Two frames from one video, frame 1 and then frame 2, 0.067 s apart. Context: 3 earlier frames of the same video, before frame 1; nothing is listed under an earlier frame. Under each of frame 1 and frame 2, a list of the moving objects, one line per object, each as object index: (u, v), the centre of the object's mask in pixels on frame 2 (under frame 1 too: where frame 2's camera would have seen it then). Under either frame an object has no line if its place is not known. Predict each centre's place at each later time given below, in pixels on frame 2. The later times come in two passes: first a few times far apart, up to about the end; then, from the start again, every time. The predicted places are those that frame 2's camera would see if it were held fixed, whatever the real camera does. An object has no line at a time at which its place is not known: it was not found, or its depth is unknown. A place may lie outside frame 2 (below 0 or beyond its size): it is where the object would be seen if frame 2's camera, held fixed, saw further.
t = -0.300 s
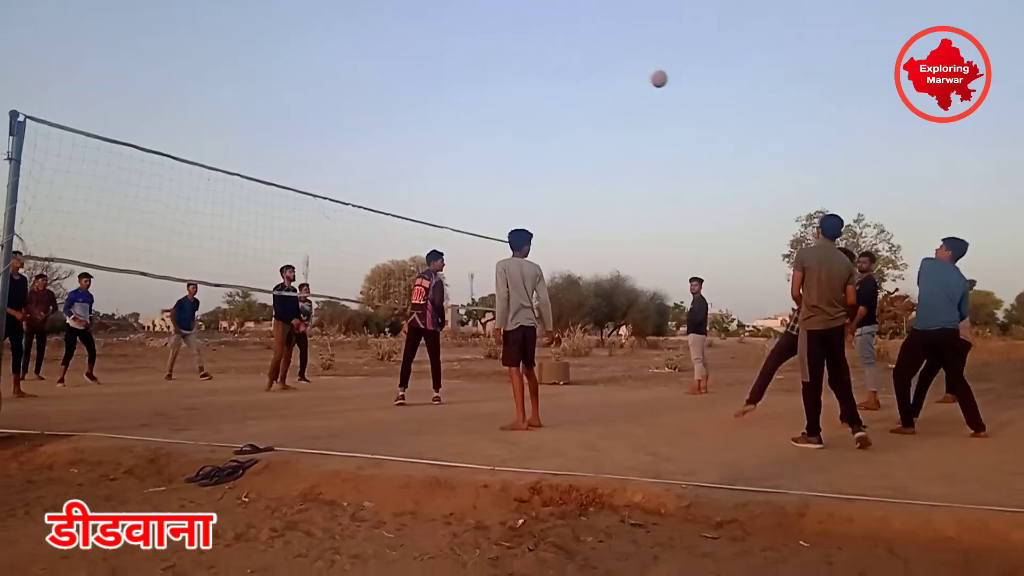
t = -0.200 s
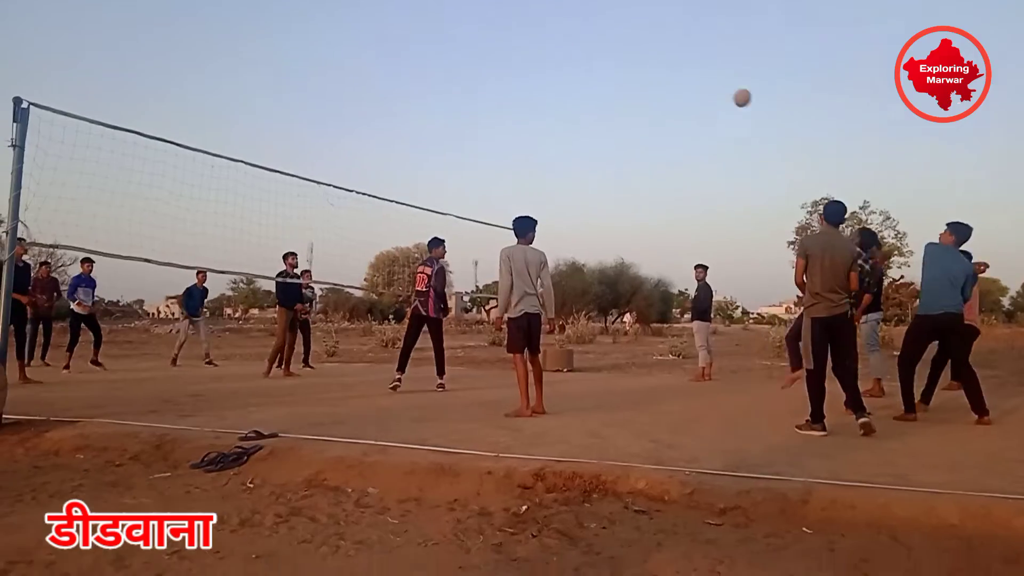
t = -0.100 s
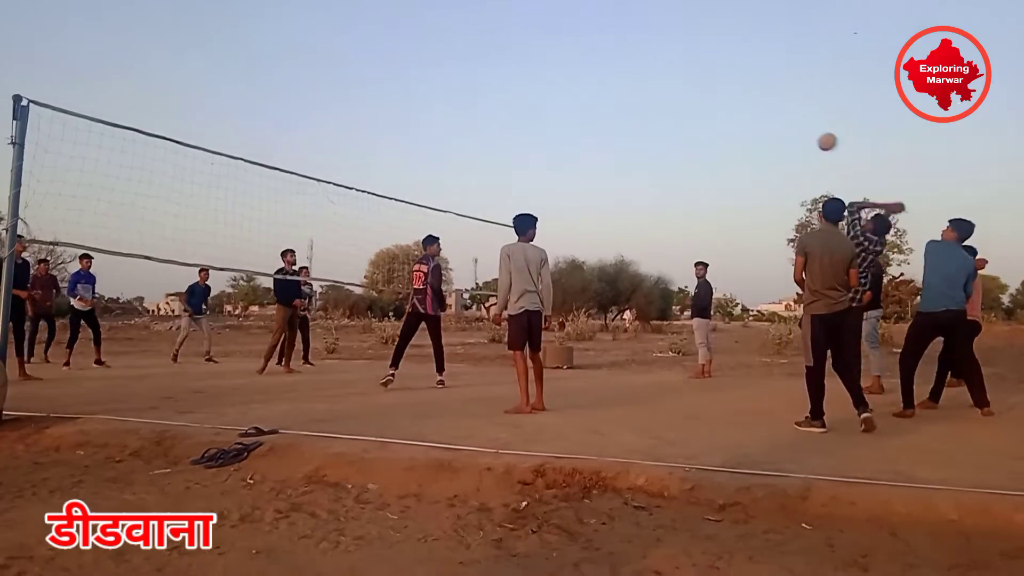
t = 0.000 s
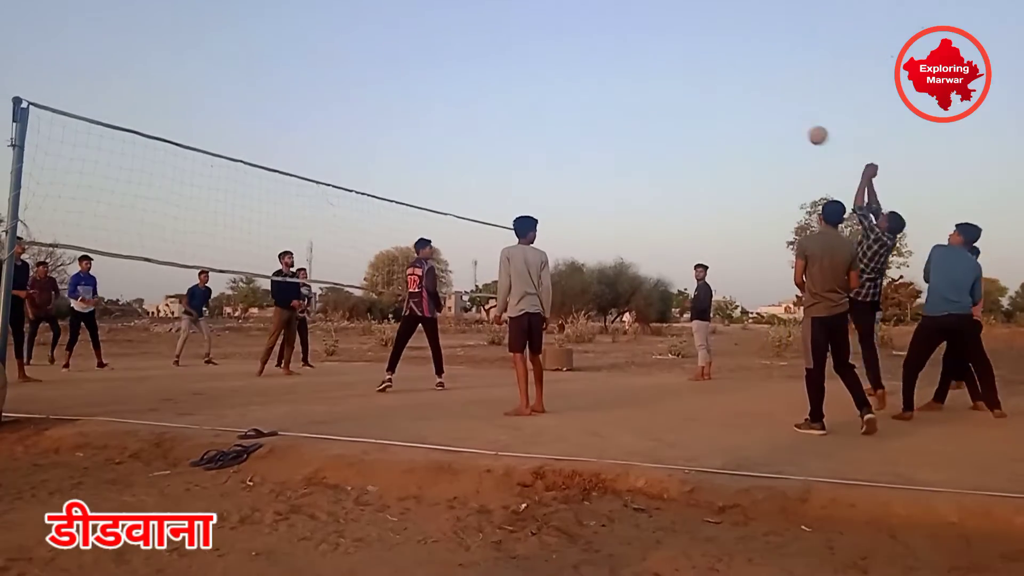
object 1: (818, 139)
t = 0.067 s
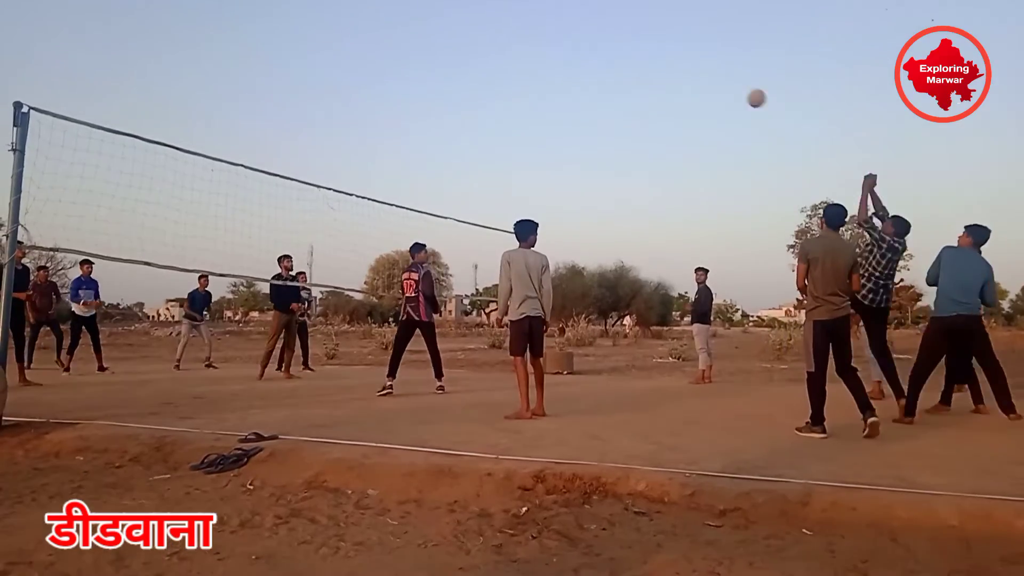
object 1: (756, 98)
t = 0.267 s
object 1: (602, 21)
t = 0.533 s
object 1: (447, -10)
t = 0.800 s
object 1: (326, 24)
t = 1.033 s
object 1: (243, 86)
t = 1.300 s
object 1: (164, 186)
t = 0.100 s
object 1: (727, 81)
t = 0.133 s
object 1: (700, 66)
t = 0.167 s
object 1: (674, 52)
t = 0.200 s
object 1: (649, 40)
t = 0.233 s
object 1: (625, 30)
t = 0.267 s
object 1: (602, 21)
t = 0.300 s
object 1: (580, 13)
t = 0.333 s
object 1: (558, 6)
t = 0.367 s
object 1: (538, -1)
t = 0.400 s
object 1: (518, -7)
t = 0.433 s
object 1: (500, -11)
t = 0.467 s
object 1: (480, -8)
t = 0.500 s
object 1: (463, -9)
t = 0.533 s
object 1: (447, -10)
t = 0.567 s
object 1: (430, -5)
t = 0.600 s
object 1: (413, -3)
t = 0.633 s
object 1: (398, -2)
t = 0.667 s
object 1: (382, 1)
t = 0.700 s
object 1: (367, 6)
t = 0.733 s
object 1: (353, 11)
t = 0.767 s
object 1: (339, 17)
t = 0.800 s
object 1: (326, 24)
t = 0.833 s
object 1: (314, 31)
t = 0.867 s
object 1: (301, 39)
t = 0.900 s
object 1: (289, 46)
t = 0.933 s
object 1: (277, 55)
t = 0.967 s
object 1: (265, 65)
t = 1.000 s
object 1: (254, 75)
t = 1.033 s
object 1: (243, 86)
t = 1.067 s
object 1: (232, 97)
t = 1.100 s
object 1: (222, 108)
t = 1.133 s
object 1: (212, 120)
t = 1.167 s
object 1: (202, 133)
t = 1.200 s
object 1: (192, 146)
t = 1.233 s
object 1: (182, 159)
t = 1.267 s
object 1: (173, 173)
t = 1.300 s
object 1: (164, 186)
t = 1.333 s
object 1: (155, 200)
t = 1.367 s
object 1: (147, 215)
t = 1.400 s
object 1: (138, 230)
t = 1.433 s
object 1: (129, 245)
